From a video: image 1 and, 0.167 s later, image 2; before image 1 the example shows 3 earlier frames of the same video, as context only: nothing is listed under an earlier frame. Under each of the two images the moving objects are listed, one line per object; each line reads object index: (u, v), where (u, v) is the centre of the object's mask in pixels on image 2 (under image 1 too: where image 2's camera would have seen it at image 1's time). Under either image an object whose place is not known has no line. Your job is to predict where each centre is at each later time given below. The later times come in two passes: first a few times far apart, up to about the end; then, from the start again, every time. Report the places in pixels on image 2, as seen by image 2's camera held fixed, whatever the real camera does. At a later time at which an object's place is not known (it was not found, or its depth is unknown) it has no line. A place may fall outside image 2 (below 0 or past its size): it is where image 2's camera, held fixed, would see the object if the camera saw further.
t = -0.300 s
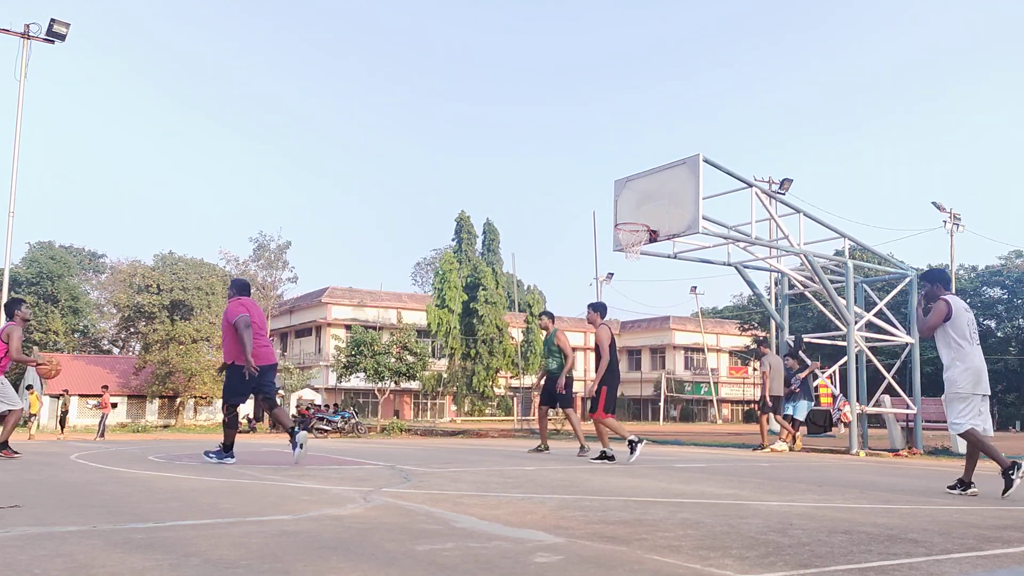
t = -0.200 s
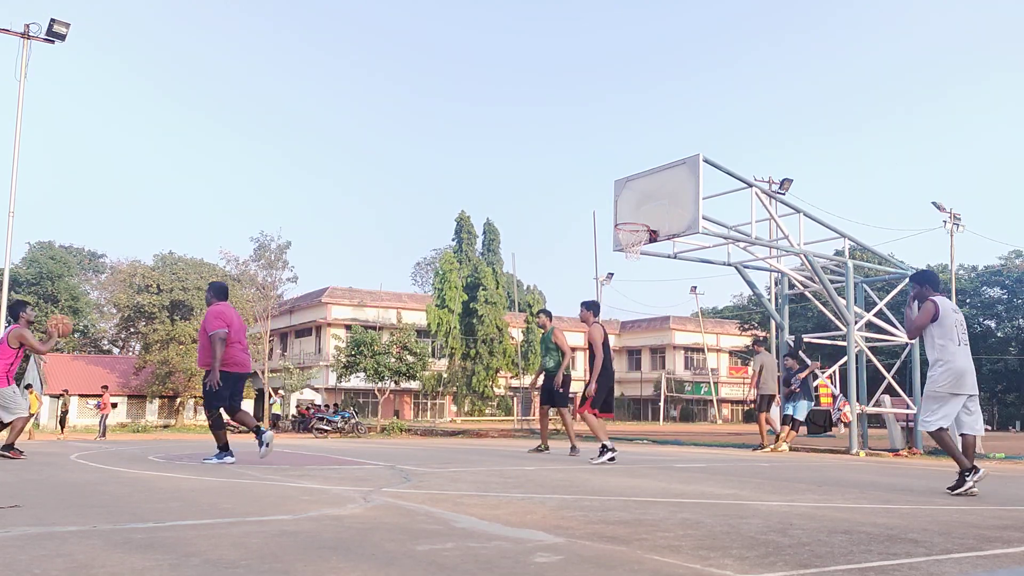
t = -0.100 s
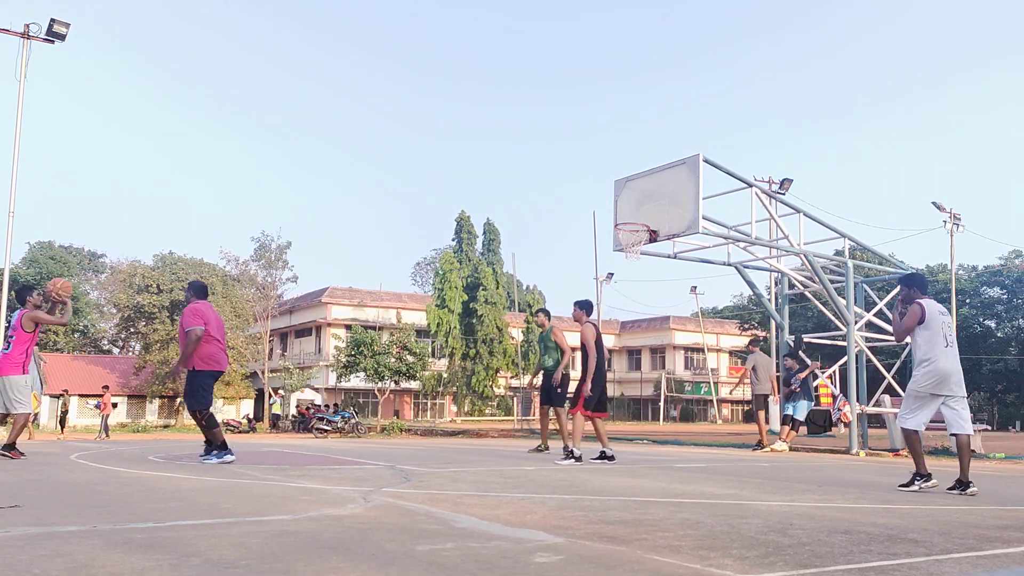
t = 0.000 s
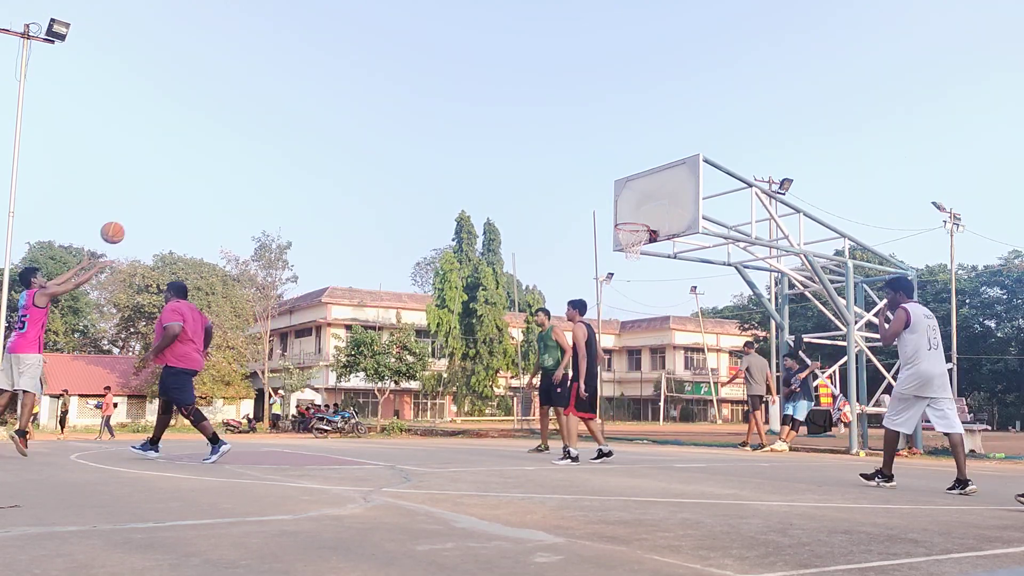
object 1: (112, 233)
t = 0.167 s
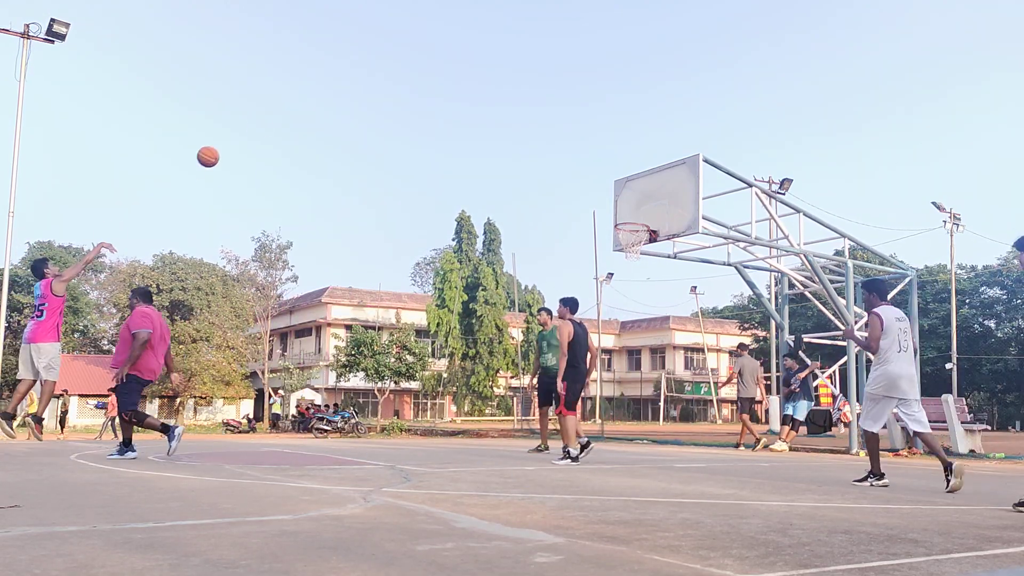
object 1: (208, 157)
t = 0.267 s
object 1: (259, 126)
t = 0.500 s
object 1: (365, 91)
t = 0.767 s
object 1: (471, 104)
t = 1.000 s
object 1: (552, 155)
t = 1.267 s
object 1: (598, 227)
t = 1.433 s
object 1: (550, 255)
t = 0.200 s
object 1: (225, 145)
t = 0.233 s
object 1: (242, 135)
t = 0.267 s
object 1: (259, 126)
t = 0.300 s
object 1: (275, 118)
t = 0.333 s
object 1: (291, 111)
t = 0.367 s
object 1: (307, 105)
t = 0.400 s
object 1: (322, 100)
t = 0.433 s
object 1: (337, 96)
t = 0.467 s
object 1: (351, 93)
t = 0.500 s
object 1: (365, 91)
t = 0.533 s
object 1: (379, 90)
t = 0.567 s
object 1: (393, 90)
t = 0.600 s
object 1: (407, 90)
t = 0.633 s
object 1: (420, 91)
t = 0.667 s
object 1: (433, 93)
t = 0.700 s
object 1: (446, 96)
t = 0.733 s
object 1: (458, 100)
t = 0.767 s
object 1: (471, 104)
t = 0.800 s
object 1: (483, 109)
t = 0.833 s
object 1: (495, 115)
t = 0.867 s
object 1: (507, 122)
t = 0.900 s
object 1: (518, 129)
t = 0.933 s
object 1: (530, 137)
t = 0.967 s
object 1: (541, 146)
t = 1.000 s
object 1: (552, 155)
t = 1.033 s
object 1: (564, 165)
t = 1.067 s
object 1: (574, 175)
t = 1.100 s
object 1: (585, 187)
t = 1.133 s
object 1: (596, 199)
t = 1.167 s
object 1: (607, 211)
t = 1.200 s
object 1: (615, 222)
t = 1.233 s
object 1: (607, 224)
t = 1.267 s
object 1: (598, 227)
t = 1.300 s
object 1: (589, 230)
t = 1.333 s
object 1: (579, 235)
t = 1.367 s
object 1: (570, 241)
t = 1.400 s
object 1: (560, 248)
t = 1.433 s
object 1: (550, 255)
